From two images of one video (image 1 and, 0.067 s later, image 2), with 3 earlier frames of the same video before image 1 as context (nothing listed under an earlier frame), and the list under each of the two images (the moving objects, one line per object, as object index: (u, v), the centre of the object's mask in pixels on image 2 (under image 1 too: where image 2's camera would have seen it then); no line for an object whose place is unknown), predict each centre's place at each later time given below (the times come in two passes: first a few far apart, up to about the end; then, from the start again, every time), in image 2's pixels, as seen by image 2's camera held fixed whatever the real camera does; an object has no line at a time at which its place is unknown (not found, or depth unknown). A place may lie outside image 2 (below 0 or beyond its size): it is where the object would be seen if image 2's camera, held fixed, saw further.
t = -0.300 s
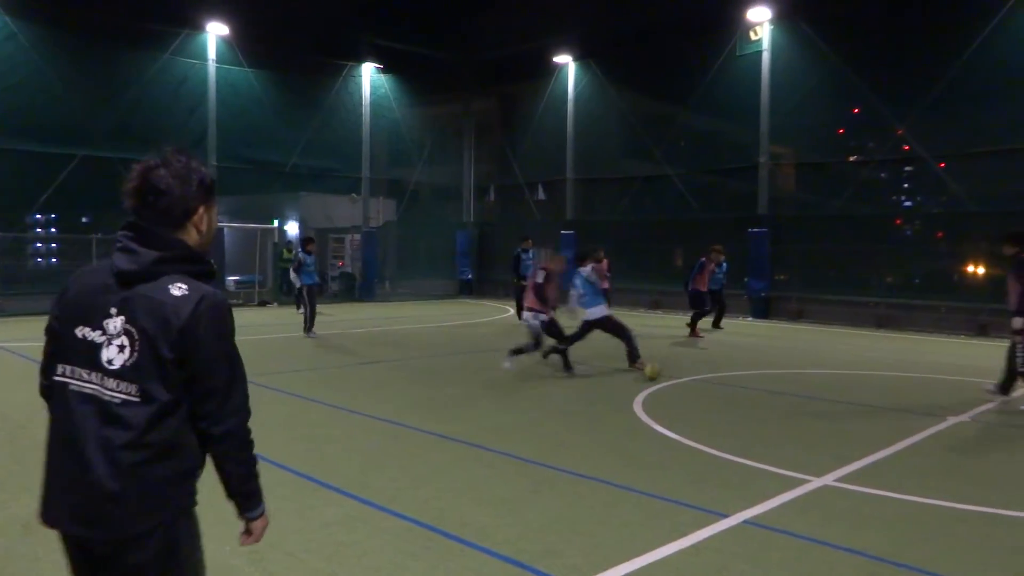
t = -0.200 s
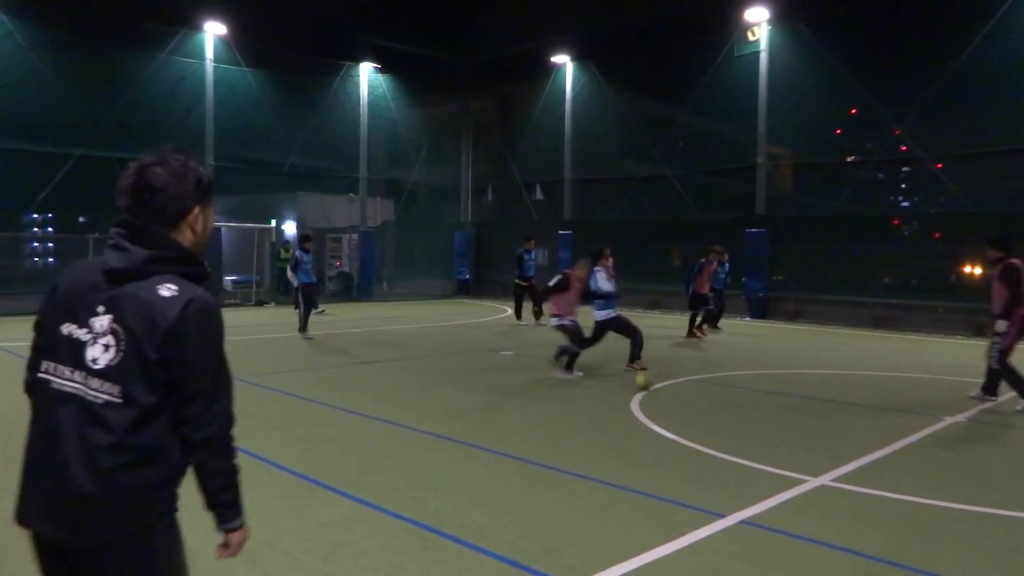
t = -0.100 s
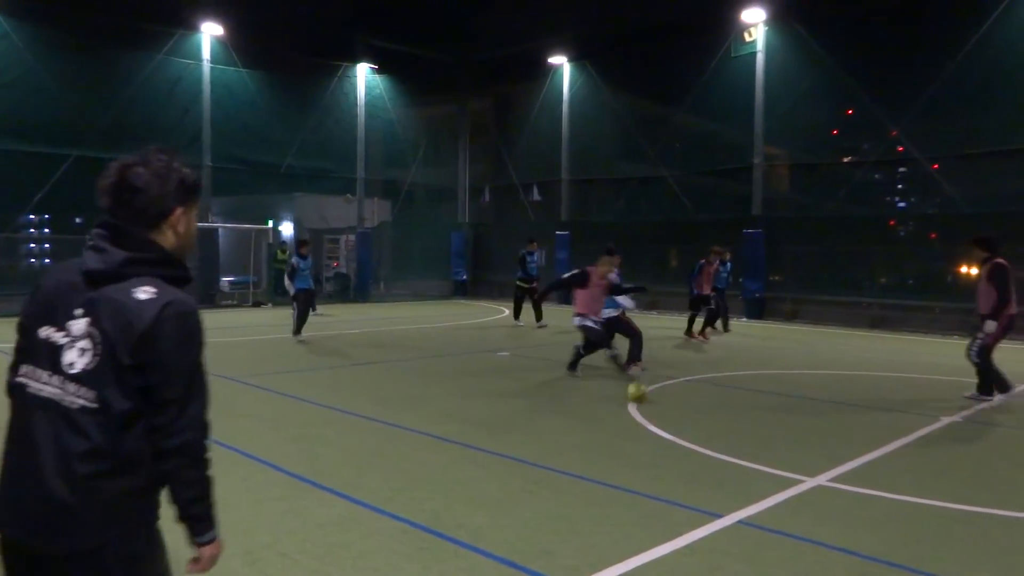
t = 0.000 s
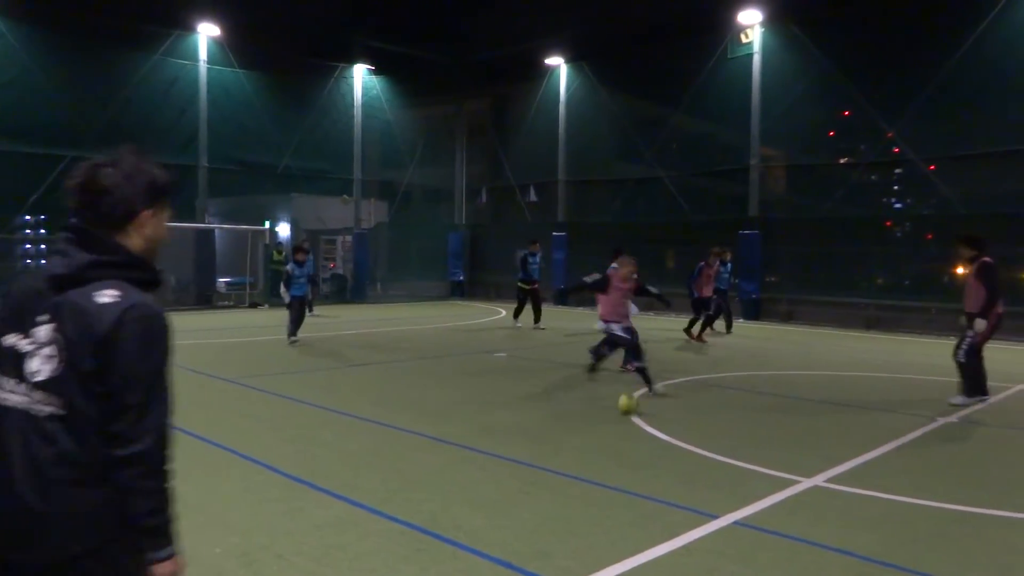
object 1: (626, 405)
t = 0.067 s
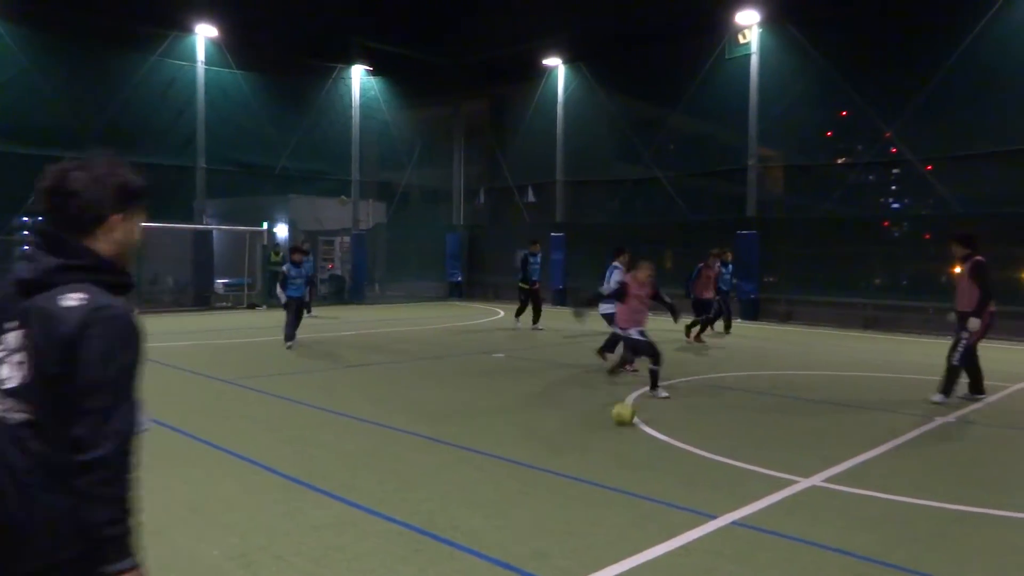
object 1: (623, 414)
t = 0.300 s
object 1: (608, 451)
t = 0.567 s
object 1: (580, 525)
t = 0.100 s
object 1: (621, 419)
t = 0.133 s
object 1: (619, 423)
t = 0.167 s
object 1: (618, 429)
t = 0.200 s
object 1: (616, 434)
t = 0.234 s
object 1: (614, 437)
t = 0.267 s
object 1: (611, 442)
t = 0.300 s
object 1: (608, 451)
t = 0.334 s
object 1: (607, 459)
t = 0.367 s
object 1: (603, 465)
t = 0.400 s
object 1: (600, 474)
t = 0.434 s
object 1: (597, 483)
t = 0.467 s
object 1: (593, 491)
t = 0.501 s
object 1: (589, 502)
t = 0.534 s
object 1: (585, 512)
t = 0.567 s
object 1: (580, 525)
